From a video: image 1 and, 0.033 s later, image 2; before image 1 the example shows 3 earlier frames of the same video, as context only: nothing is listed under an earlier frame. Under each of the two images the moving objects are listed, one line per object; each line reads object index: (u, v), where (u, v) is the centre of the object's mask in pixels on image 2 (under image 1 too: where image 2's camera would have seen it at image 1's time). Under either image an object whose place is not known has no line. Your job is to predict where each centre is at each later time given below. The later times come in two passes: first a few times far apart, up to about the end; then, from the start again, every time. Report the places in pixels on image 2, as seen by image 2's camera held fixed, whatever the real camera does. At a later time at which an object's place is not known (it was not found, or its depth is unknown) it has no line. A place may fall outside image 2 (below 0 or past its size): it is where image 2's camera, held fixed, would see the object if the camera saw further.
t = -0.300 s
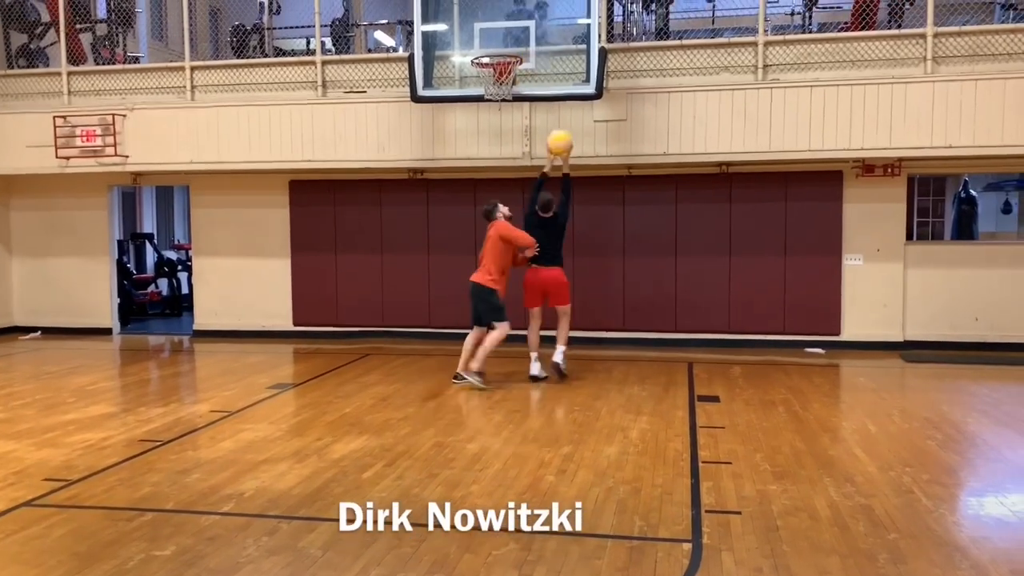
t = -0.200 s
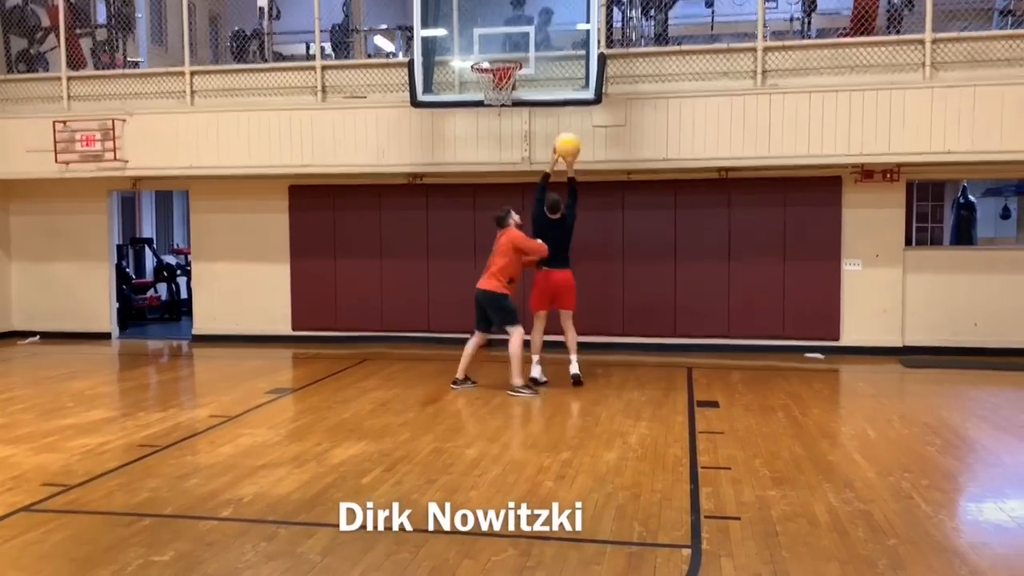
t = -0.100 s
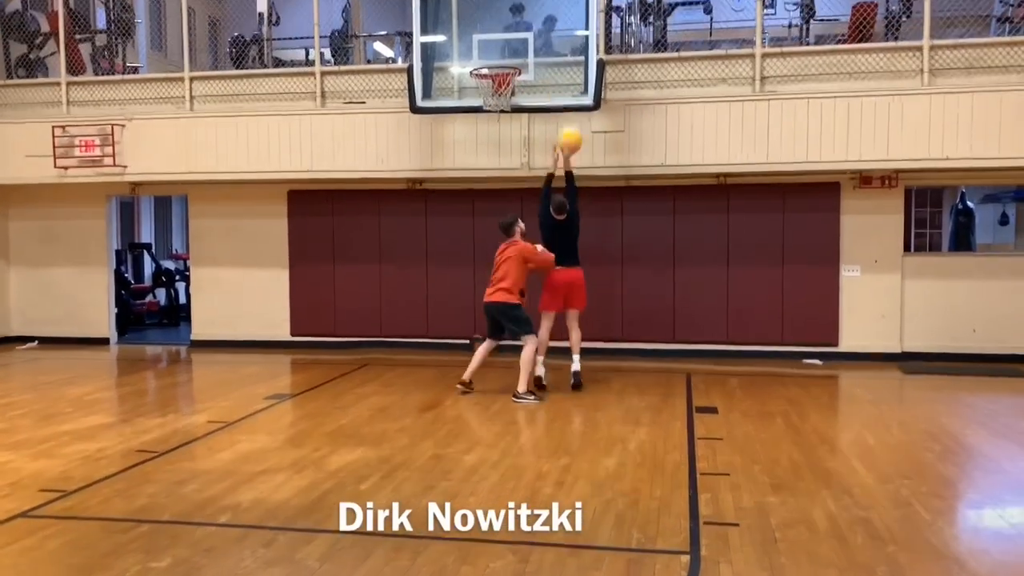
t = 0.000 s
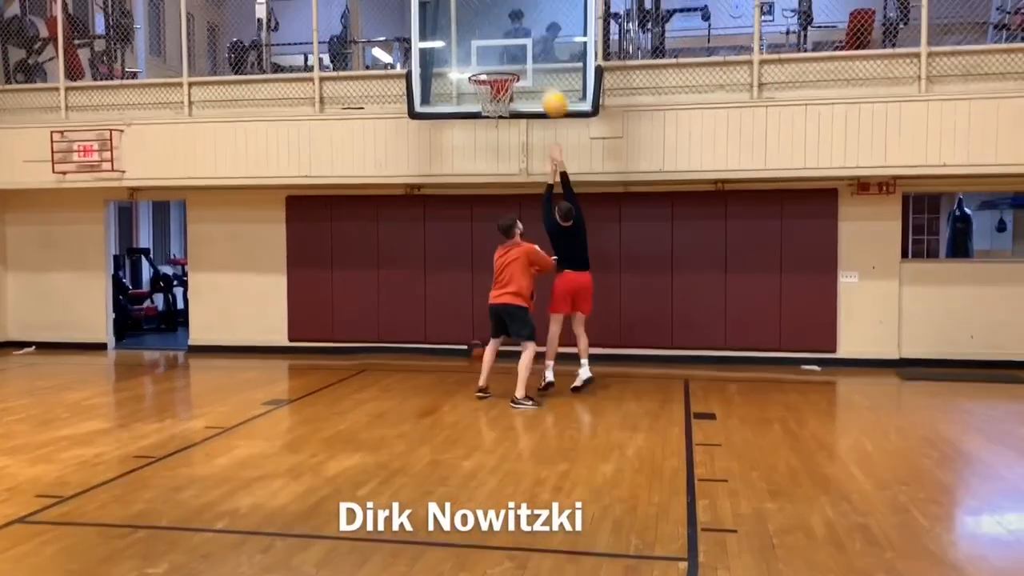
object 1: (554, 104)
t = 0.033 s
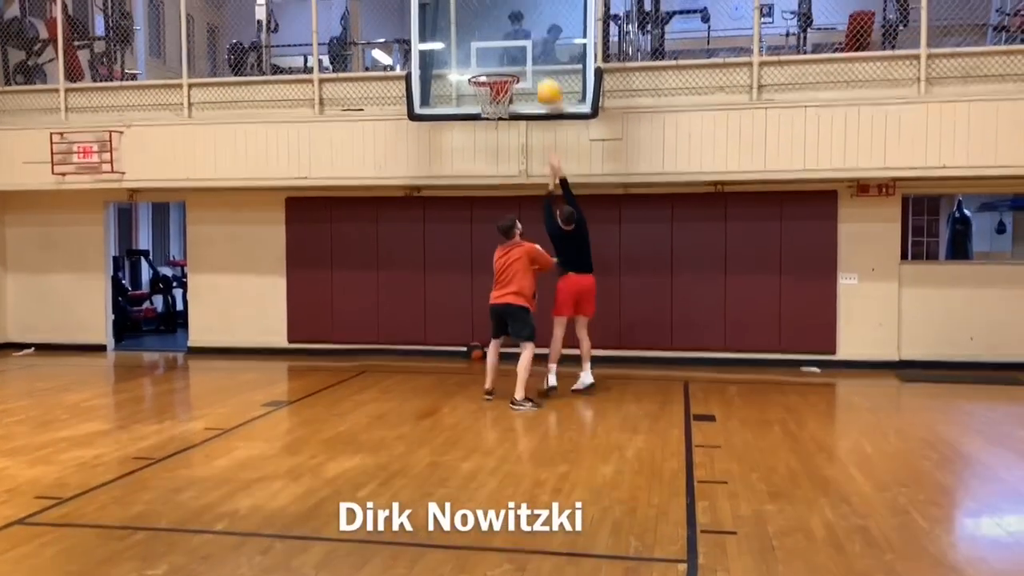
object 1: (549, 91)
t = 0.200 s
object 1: (525, 57)
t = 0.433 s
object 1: (495, 67)
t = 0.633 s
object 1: (486, 99)
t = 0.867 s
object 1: (497, 122)
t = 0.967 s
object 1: (502, 145)
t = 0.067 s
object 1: (543, 81)
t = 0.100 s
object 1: (538, 70)
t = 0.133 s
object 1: (534, 62)
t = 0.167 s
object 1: (529, 59)
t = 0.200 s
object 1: (525, 57)
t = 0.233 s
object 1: (521, 55)
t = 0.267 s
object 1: (517, 55)
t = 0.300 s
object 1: (512, 56)
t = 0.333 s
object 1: (508, 58)
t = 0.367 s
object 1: (504, 61)
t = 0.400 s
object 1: (500, 64)
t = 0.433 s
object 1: (495, 67)
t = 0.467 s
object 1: (492, 76)
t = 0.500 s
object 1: (487, 87)
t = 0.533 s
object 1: (484, 93)
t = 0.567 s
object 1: (484, 98)
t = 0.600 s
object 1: (485, 99)
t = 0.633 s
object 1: (486, 99)
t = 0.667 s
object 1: (487, 100)
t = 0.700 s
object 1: (489, 102)
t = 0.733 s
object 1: (491, 106)
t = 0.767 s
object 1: (493, 109)
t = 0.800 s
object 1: (494, 112)
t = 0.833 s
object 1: (496, 117)
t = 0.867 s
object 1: (497, 122)
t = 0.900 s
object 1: (499, 128)
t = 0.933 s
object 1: (501, 137)
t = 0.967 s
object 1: (502, 145)
